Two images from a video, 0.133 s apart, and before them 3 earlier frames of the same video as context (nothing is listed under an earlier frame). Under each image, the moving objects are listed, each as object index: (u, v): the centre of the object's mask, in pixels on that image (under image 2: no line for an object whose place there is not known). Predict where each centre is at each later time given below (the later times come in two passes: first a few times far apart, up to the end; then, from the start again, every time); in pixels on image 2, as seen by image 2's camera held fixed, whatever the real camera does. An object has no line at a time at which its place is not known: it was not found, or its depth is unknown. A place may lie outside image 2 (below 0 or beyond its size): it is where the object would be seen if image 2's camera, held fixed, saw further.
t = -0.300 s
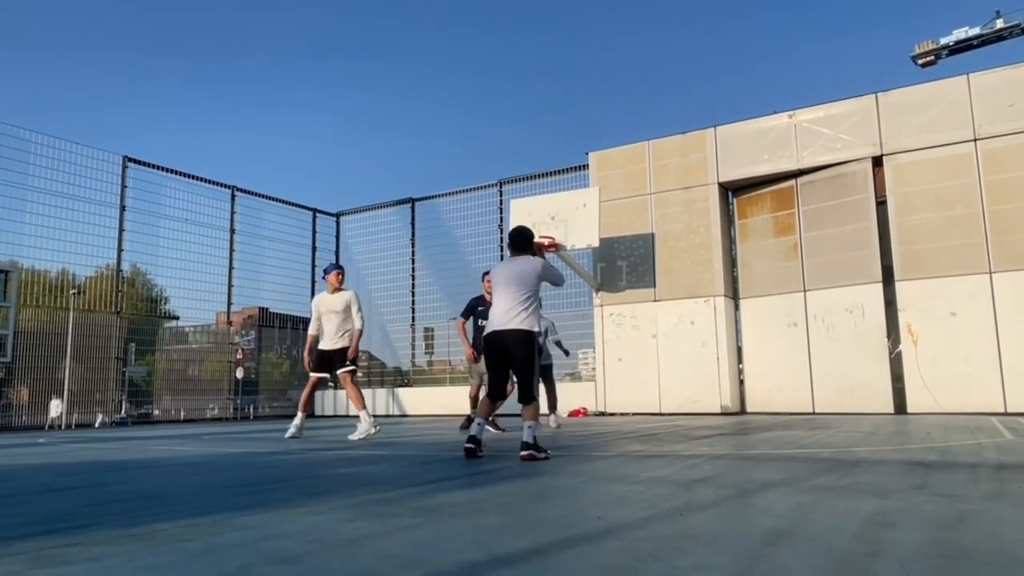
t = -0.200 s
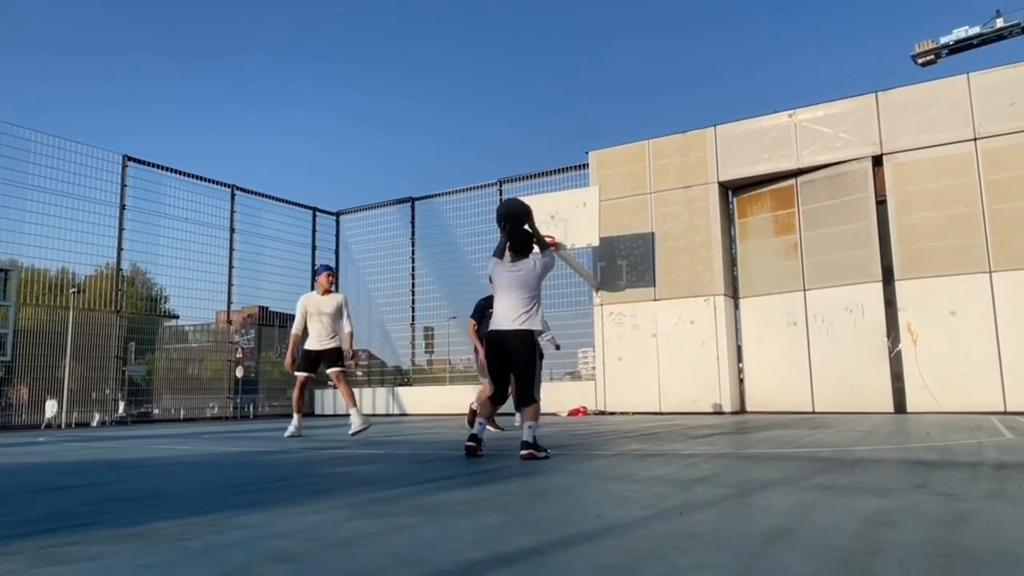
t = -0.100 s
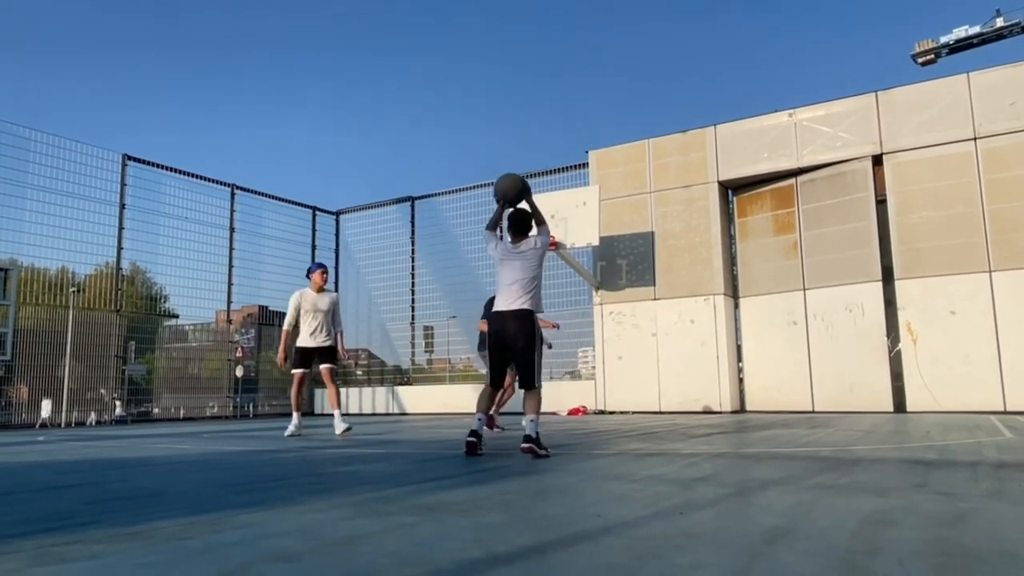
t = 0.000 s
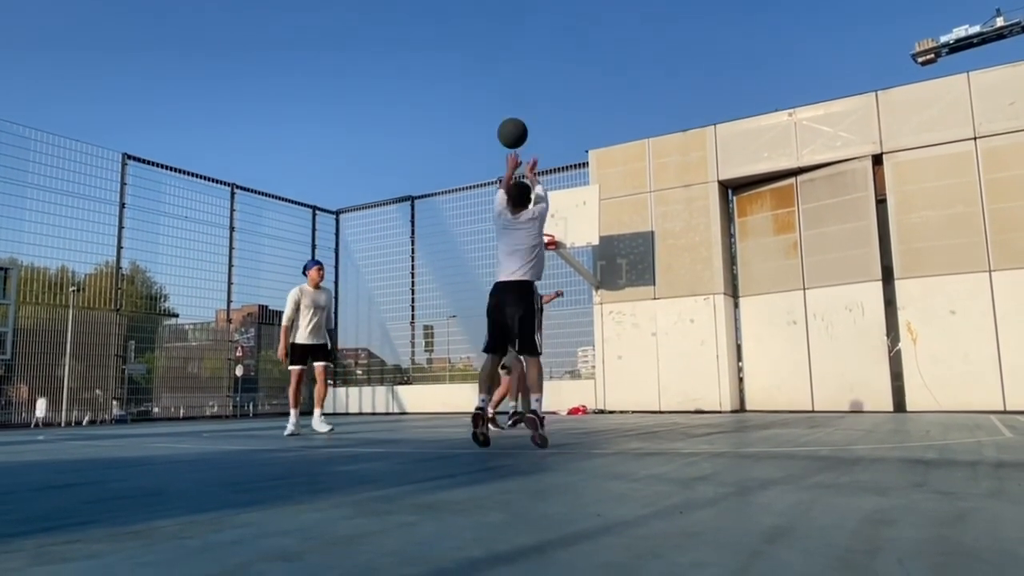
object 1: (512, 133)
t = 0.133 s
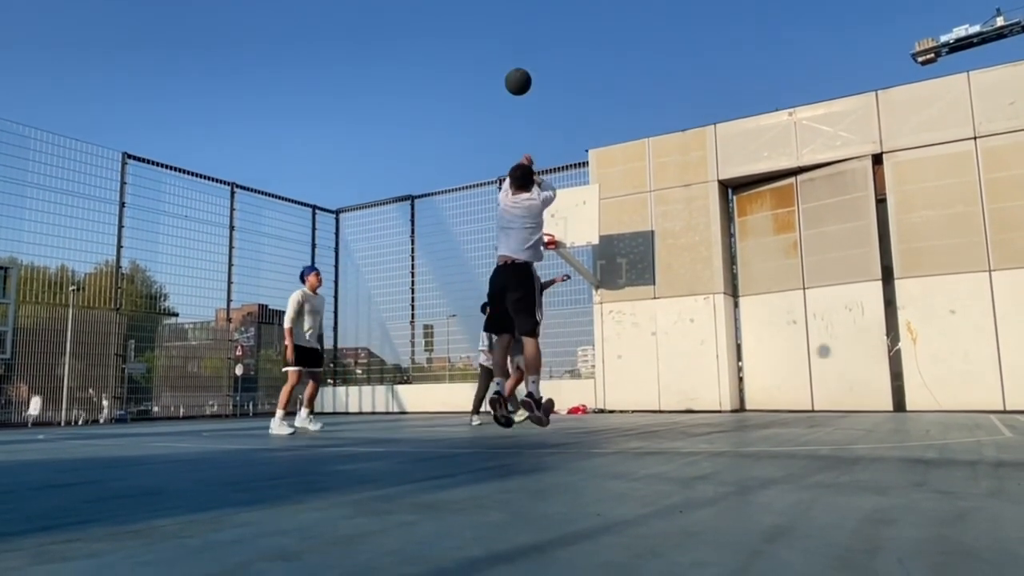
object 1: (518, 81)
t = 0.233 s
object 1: (521, 62)
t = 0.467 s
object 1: (528, 58)
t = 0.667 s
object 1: (533, 84)
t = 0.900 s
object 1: (537, 137)
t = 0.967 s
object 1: (539, 156)
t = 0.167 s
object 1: (519, 74)
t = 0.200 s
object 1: (520, 67)
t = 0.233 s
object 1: (521, 62)
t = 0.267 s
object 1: (522, 58)
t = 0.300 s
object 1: (523, 56)
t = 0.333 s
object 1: (524, 55)
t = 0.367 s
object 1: (525, 54)
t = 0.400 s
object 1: (526, 55)
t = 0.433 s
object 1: (527, 56)
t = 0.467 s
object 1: (528, 58)
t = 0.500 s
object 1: (529, 61)
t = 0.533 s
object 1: (530, 64)
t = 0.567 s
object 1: (531, 68)
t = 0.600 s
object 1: (531, 73)
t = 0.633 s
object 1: (532, 78)
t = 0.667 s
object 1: (533, 84)
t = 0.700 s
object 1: (534, 90)
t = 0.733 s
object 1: (534, 97)
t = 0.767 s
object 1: (535, 104)
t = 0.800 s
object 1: (535, 112)
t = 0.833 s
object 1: (536, 120)
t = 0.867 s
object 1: (537, 128)
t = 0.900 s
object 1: (537, 137)
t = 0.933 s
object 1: (538, 147)
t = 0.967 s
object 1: (539, 156)
